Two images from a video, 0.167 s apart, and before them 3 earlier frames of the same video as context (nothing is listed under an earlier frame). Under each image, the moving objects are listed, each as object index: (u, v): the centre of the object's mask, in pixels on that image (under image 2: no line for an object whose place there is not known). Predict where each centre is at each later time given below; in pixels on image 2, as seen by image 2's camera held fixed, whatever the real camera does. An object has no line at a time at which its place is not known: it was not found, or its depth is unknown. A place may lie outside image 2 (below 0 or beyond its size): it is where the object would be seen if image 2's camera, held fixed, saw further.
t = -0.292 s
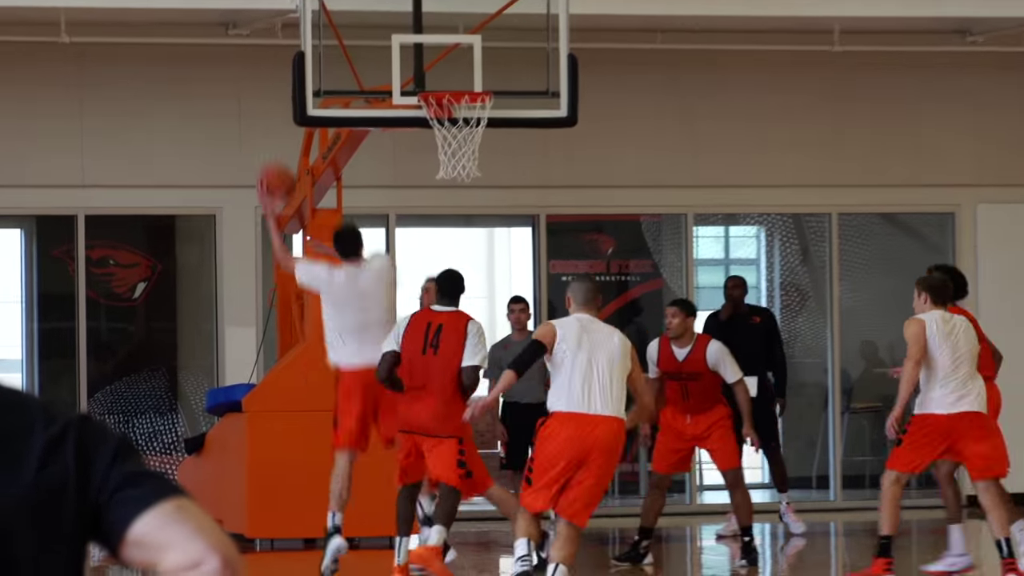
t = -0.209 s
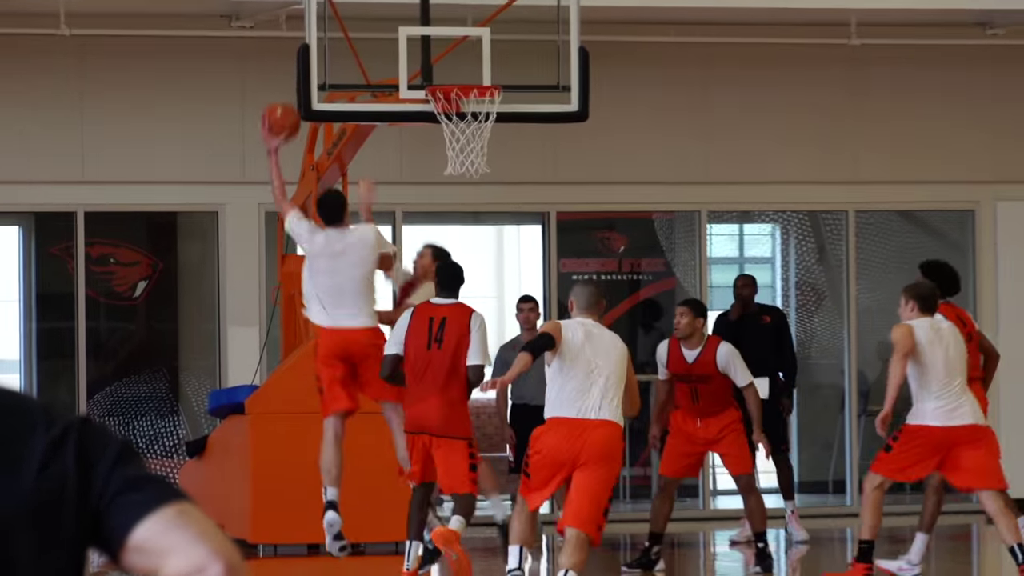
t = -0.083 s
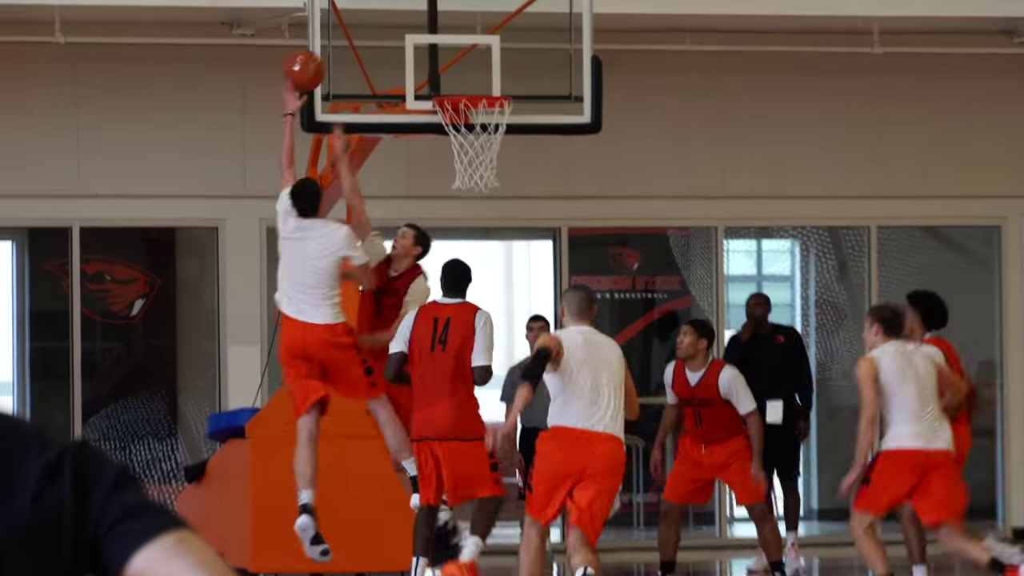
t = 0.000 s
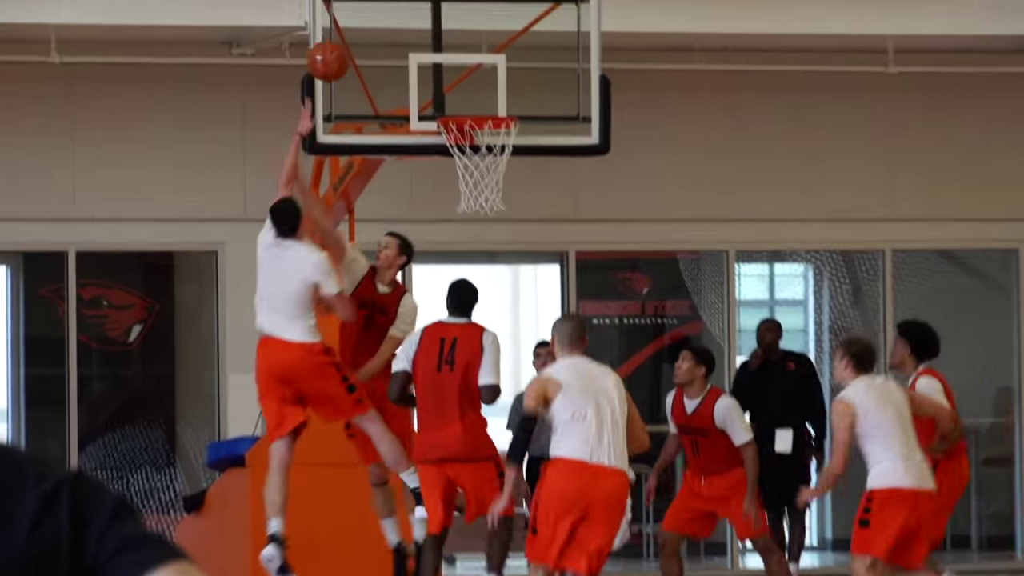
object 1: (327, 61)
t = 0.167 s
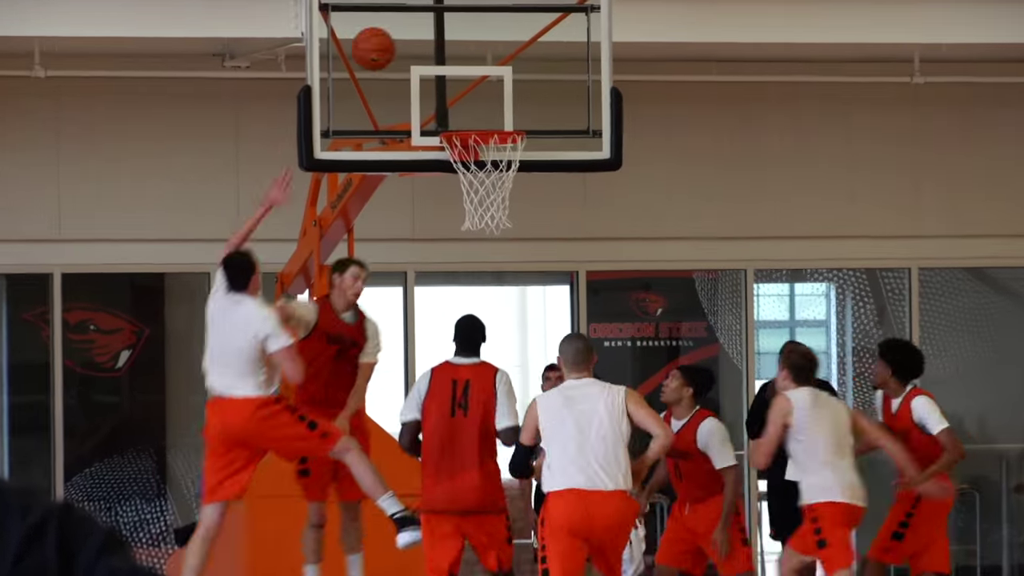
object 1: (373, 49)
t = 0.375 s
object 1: (436, 91)
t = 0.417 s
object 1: (445, 103)
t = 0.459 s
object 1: (455, 119)
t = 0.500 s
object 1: (449, 115)
